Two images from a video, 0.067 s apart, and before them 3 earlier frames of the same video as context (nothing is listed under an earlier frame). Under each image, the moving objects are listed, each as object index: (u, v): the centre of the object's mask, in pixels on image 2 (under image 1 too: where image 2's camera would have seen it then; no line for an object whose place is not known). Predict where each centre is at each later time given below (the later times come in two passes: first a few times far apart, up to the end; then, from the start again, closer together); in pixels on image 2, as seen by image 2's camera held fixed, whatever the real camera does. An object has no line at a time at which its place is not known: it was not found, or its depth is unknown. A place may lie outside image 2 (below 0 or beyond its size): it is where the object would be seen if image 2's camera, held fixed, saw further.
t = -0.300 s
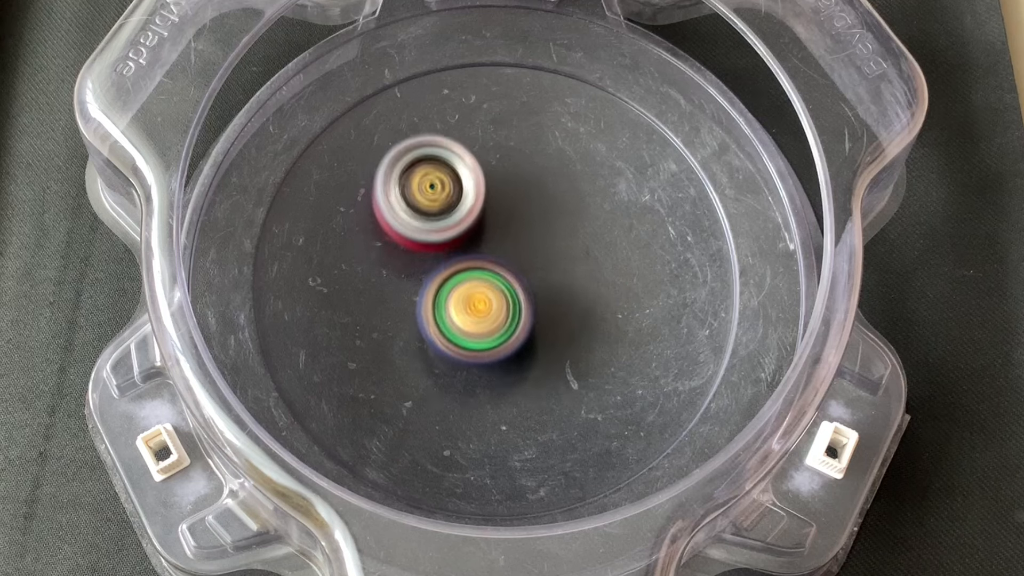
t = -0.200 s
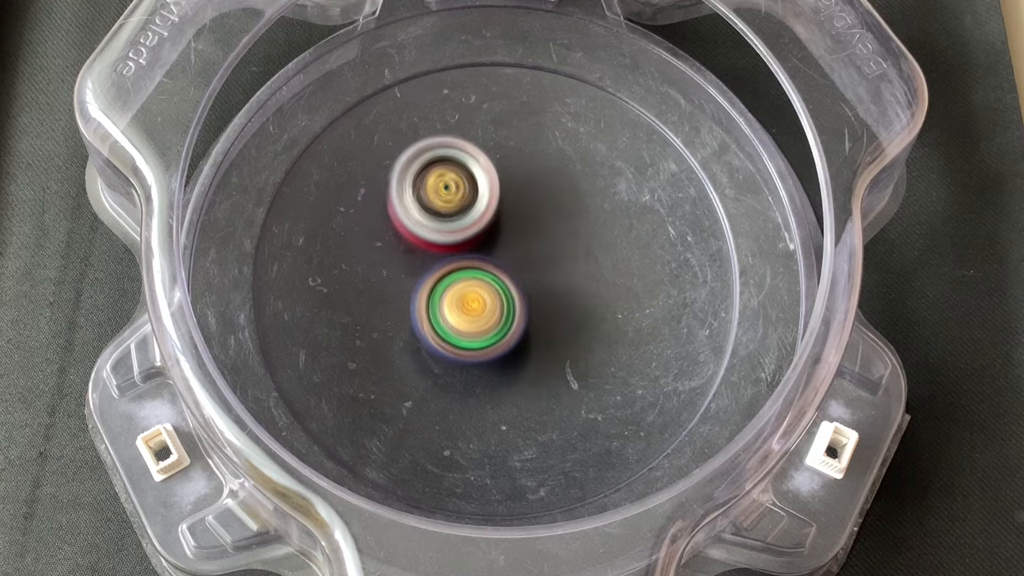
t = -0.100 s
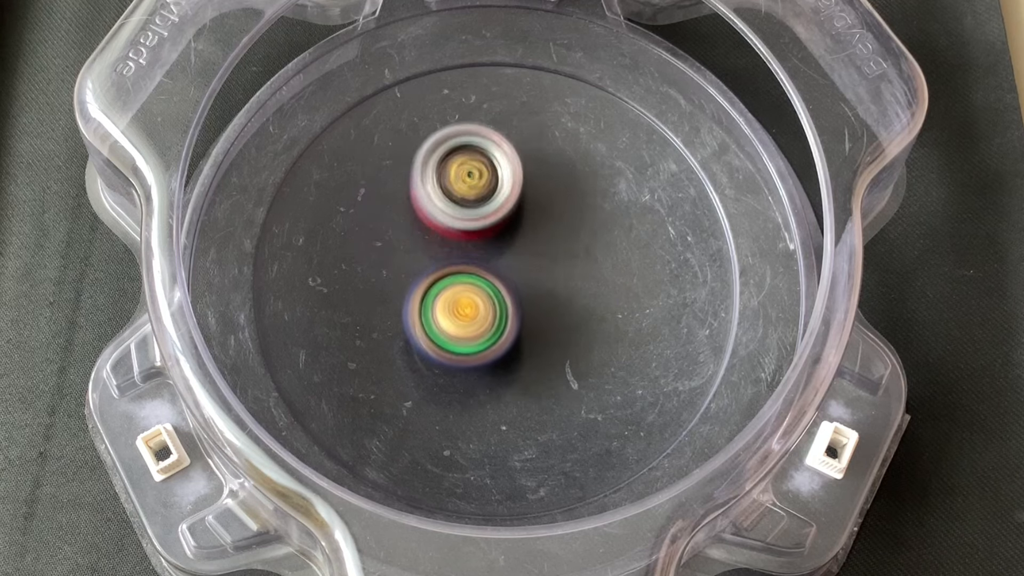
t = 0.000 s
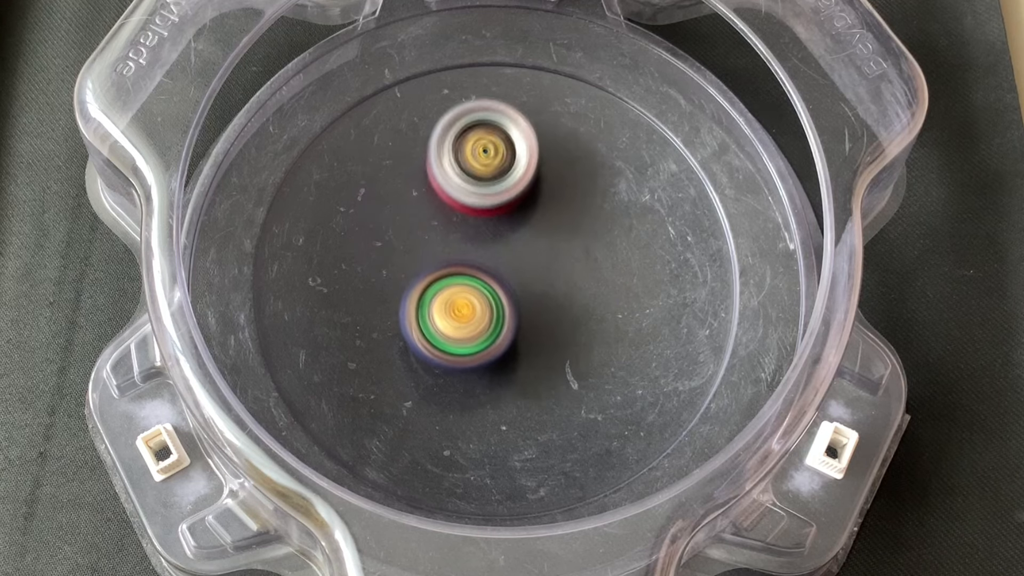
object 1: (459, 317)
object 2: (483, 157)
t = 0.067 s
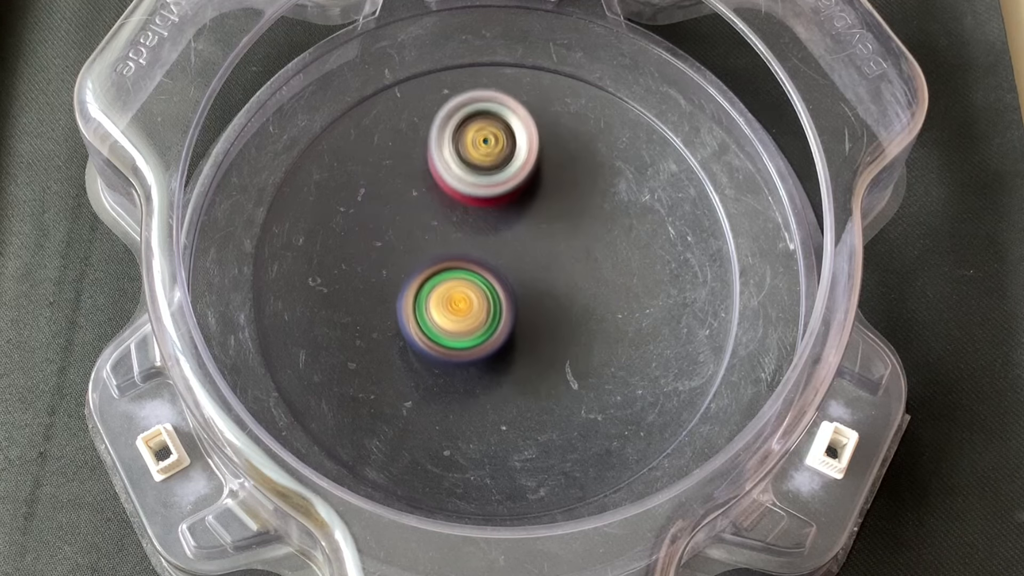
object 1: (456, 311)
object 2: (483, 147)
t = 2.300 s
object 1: (424, 274)
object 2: (593, 264)
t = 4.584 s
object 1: (493, 234)
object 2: (459, 352)
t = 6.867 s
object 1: (576, 256)
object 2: (396, 289)
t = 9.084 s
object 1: (646, 277)
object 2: (369, 282)
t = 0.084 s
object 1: (456, 309)
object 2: (482, 146)
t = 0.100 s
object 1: (455, 307)
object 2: (480, 145)
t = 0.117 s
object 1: (455, 305)
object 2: (478, 144)
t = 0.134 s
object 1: (455, 303)
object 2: (476, 144)
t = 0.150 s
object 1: (455, 302)
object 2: (473, 143)
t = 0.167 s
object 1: (455, 300)
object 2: (470, 145)
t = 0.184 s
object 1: (456, 299)
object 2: (467, 146)
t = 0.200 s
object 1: (456, 298)
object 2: (464, 147)
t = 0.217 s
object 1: (455, 297)
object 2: (461, 150)
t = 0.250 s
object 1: (455, 294)
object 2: (457, 156)
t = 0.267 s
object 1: (455, 293)
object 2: (455, 161)
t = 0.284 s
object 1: (455, 292)
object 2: (454, 166)
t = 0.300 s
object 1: (455, 292)
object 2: (453, 172)
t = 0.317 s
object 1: (455, 292)
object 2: (454, 178)
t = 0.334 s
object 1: (452, 300)
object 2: (457, 178)
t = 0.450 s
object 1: (445, 328)
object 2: (490, 186)
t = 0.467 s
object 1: (445, 329)
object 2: (496, 188)
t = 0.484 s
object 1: (446, 329)
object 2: (501, 190)
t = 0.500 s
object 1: (447, 328)
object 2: (507, 192)
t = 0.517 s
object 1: (449, 327)
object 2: (513, 193)
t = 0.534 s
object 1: (450, 327)
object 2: (519, 195)
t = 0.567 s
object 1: (452, 323)
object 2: (531, 198)
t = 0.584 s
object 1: (453, 321)
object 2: (537, 199)
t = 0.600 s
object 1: (453, 319)
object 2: (543, 200)
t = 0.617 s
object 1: (454, 316)
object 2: (548, 200)
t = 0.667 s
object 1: (452, 307)
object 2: (562, 199)
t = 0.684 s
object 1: (452, 304)
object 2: (566, 199)
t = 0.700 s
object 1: (453, 301)
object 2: (569, 198)
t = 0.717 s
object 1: (454, 299)
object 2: (572, 198)
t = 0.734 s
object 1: (455, 298)
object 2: (574, 197)
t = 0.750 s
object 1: (457, 296)
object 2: (576, 196)
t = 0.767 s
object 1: (460, 295)
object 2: (577, 195)
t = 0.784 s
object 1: (462, 294)
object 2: (577, 194)
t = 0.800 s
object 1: (464, 293)
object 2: (578, 193)
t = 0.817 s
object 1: (465, 293)
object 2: (577, 192)
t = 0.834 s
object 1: (467, 292)
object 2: (576, 190)
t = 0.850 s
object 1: (469, 292)
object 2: (575, 188)
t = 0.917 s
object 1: (477, 294)
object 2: (570, 183)
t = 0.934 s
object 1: (480, 294)
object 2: (568, 181)
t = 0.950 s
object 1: (484, 294)
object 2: (565, 181)
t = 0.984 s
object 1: (490, 295)
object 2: (559, 181)
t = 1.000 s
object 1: (493, 295)
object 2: (556, 182)
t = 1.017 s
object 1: (496, 296)
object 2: (552, 183)
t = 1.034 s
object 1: (498, 298)
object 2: (549, 185)
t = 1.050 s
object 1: (501, 300)
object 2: (546, 187)
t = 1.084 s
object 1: (508, 303)
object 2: (540, 192)
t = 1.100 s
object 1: (511, 305)
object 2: (538, 194)
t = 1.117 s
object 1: (513, 310)
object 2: (537, 195)
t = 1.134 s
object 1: (515, 314)
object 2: (536, 196)
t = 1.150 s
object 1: (516, 318)
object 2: (535, 198)
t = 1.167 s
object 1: (517, 321)
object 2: (535, 201)
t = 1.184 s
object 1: (517, 324)
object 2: (535, 205)
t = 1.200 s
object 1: (517, 327)
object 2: (535, 209)
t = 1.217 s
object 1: (516, 328)
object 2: (535, 214)
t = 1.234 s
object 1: (513, 331)
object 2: (537, 218)
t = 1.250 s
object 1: (509, 336)
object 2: (540, 220)
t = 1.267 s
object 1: (506, 341)
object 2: (542, 221)
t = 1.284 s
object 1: (502, 343)
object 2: (544, 223)
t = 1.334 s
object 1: (495, 349)
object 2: (549, 228)
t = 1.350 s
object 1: (493, 348)
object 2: (551, 229)
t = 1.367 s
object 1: (492, 347)
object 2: (553, 231)
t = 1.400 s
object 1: (488, 344)
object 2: (558, 234)
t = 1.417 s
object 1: (486, 343)
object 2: (561, 236)
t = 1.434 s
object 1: (485, 342)
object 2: (564, 238)
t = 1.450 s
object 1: (484, 339)
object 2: (567, 239)
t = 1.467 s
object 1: (483, 337)
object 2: (569, 241)
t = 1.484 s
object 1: (482, 333)
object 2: (572, 242)
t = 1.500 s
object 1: (483, 331)
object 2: (574, 243)
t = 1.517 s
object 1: (483, 329)
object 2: (576, 243)
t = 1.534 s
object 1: (483, 327)
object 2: (578, 244)
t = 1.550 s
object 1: (484, 325)
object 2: (580, 244)
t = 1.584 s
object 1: (486, 321)
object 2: (582, 243)
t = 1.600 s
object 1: (486, 319)
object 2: (582, 244)
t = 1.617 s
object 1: (486, 318)
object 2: (582, 244)
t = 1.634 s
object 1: (486, 317)
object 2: (580, 243)
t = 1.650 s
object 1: (484, 315)
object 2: (580, 243)
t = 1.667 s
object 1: (479, 316)
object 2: (582, 241)
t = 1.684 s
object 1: (473, 317)
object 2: (584, 239)
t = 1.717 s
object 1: (465, 317)
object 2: (585, 237)
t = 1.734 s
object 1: (462, 316)
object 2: (585, 236)
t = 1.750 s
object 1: (459, 315)
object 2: (583, 235)
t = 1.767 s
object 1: (458, 313)
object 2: (582, 235)
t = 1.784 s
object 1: (456, 312)
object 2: (580, 235)
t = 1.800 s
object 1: (456, 311)
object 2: (577, 235)
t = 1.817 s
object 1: (456, 309)
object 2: (574, 236)
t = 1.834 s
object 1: (456, 308)
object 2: (571, 237)
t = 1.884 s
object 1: (460, 304)
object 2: (562, 242)
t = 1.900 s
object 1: (459, 304)
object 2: (561, 243)
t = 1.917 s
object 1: (455, 306)
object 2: (563, 243)
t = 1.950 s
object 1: (450, 307)
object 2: (566, 244)
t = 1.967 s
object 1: (448, 307)
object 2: (568, 245)
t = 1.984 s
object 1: (448, 306)
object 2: (569, 247)
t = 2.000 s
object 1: (448, 305)
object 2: (570, 248)
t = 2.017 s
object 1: (448, 303)
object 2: (570, 250)
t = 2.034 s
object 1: (448, 301)
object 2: (570, 251)
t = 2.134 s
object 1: (448, 284)
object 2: (566, 258)
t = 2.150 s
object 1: (448, 281)
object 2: (566, 260)
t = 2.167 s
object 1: (441, 281)
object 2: (570, 261)
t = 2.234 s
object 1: (425, 278)
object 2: (587, 265)
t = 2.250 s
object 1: (423, 276)
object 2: (590, 265)
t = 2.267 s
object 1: (423, 276)
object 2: (591, 265)
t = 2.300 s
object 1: (424, 274)
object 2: (593, 264)
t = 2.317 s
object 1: (425, 273)
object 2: (593, 263)
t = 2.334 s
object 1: (426, 272)
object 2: (592, 263)
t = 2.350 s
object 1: (427, 270)
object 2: (592, 262)
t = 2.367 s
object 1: (428, 267)
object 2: (592, 261)
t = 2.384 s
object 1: (429, 264)
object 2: (591, 261)
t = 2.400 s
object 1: (429, 261)
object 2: (590, 260)
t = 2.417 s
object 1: (431, 259)
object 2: (589, 260)
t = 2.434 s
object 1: (432, 257)
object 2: (589, 259)
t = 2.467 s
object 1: (435, 253)
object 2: (585, 259)
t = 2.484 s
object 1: (437, 250)
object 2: (583, 258)
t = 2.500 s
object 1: (439, 249)
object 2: (581, 259)
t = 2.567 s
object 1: (447, 244)
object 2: (569, 263)
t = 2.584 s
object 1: (448, 244)
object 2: (567, 264)
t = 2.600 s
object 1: (445, 244)
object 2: (569, 268)
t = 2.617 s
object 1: (442, 242)
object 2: (571, 271)
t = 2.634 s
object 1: (440, 242)
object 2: (573, 273)
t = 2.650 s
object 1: (439, 241)
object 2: (574, 275)
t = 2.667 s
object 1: (438, 241)
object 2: (574, 278)
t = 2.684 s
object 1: (438, 241)
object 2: (574, 281)
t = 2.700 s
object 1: (438, 241)
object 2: (574, 283)
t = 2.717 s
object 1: (439, 241)
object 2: (574, 285)
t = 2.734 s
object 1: (440, 242)
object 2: (573, 287)
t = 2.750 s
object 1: (441, 242)
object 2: (572, 289)
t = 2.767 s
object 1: (442, 242)
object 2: (571, 290)
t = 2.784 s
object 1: (444, 242)
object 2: (569, 291)
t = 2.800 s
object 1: (445, 242)
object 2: (568, 293)
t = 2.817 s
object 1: (447, 243)
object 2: (566, 293)
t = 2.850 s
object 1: (450, 243)
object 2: (562, 295)
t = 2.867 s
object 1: (451, 243)
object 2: (560, 295)
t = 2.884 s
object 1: (448, 242)
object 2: (561, 298)
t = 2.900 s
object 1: (445, 240)
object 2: (564, 301)
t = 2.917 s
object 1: (443, 239)
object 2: (566, 304)
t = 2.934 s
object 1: (442, 238)
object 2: (568, 306)
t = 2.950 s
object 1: (442, 238)
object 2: (570, 308)
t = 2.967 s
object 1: (442, 238)
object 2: (571, 308)
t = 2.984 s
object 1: (442, 238)
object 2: (572, 309)
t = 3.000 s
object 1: (444, 238)
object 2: (573, 309)
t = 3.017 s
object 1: (445, 238)
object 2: (574, 310)
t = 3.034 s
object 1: (446, 238)
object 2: (576, 311)
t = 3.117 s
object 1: (455, 240)
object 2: (582, 313)
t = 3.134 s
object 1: (456, 241)
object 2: (583, 313)
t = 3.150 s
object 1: (458, 242)
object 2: (583, 312)
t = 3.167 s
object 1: (459, 242)
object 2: (582, 312)
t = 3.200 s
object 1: (461, 243)
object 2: (580, 312)
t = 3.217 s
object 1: (462, 243)
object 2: (579, 312)
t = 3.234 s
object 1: (463, 243)
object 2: (577, 312)
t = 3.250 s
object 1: (464, 243)
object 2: (575, 313)
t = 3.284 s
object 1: (466, 244)
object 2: (569, 313)
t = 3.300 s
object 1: (467, 245)
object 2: (566, 314)
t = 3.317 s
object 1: (467, 245)
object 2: (563, 314)
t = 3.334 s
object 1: (466, 243)
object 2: (562, 316)
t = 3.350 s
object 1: (461, 239)
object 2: (563, 320)
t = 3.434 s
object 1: (449, 229)
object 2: (560, 336)
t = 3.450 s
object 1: (448, 229)
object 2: (559, 337)
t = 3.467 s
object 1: (448, 229)
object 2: (557, 337)
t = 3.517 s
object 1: (450, 230)
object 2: (552, 338)
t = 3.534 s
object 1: (451, 231)
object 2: (550, 338)
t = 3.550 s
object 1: (452, 232)
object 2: (548, 338)
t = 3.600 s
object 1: (455, 234)
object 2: (540, 337)
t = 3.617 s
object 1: (456, 235)
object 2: (537, 336)
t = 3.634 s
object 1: (458, 236)
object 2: (535, 335)
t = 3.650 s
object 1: (459, 237)
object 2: (532, 334)
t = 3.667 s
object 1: (460, 238)
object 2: (529, 334)
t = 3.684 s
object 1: (458, 234)
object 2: (528, 337)
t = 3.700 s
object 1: (455, 230)
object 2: (529, 341)
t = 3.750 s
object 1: (450, 221)
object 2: (529, 348)
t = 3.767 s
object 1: (449, 221)
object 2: (529, 350)
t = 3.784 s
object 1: (449, 220)
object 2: (528, 351)
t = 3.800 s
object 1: (450, 220)
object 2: (527, 352)
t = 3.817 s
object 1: (450, 220)
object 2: (526, 352)
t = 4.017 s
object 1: (468, 231)
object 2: (506, 342)
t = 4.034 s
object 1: (469, 232)
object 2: (504, 341)
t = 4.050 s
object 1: (470, 230)
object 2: (502, 342)
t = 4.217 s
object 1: (477, 224)
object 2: (481, 350)
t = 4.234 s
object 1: (477, 224)
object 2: (479, 351)
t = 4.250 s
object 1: (479, 224)
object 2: (478, 351)
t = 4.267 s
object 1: (479, 225)
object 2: (476, 352)
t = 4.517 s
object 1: (491, 232)
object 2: (461, 354)
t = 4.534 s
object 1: (492, 232)
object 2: (460, 354)
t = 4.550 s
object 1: (492, 233)
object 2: (460, 354)
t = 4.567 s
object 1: (493, 233)
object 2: (460, 353)
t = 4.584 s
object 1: (493, 234)
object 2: (459, 352)
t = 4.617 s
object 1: (495, 237)
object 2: (459, 350)
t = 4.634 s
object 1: (495, 238)
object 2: (459, 349)
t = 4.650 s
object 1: (496, 237)
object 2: (459, 349)
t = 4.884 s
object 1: (505, 231)
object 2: (455, 338)
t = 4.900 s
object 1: (505, 231)
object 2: (454, 337)
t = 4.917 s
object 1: (506, 231)
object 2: (454, 336)
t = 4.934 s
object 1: (507, 231)
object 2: (453, 335)
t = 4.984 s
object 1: (511, 229)
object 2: (448, 335)
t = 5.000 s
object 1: (512, 228)
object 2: (447, 335)
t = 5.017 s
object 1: (513, 228)
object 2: (446, 335)
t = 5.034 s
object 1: (514, 228)
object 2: (444, 335)
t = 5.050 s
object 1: (515, 228)
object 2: (444, 334)
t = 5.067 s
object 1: (515, 229)
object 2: (443, 334)
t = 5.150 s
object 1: (518, 234)
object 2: (442, 328)
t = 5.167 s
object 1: (518, 235)
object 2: (442, 327)
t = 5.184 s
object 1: (519, 235)
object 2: (442, 325)
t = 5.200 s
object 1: (520, 235)
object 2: (441, 324)
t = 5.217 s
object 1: (521, 236)
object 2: (439, 323)
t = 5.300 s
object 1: (525, 237)
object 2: (434, 318)
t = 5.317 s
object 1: (526, 236)
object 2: (432, 318)
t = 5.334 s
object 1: (526, 237)
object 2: (431, 317)
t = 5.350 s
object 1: (526, 236)
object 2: (430, 317)
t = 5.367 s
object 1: (526, 237)
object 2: (429, 316)
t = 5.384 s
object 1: (526, 237)
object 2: (429, 315)
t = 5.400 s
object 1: (526, 238)
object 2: (428, 314)
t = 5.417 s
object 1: (526, 239)
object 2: (428, 313)
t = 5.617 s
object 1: (529, 243)
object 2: (421, 302)
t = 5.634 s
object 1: (529, 243)
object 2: (421, 301)
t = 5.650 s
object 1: (529, 244)
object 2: (421, 300)
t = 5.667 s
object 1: (528, 245)
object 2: (421, 299)
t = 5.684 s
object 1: (530, 244)
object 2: (419, 299)
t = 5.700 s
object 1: (533, 243)
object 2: (417, 299)
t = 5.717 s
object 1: (535, 243)
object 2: (416, 299)
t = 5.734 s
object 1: (535, 242)
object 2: (415, 299)
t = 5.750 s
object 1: (536, 242)
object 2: (414, 299)
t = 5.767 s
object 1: (536, 242)
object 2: (414, 299)
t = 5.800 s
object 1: (536, 243)
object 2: (414, 299)
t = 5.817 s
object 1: (535, 244)
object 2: (415, 299)
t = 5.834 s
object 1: (535, 244)
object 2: (415, 298)
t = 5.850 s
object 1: (534, 245)
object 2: (416, 298)
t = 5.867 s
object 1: (534, 246)
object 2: (418, 297)
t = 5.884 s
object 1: (533, 247)
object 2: (419, 297)
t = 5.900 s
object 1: (533, 248)
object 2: (421, 296)
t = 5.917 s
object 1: (534, 248)
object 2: (421, 295)
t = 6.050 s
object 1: (538, 247)
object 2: (424, 286)
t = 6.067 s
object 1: (539, 247)
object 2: (424, 285)
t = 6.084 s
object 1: (540, 248)
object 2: (422, 283)
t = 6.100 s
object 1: (540, 248)
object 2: (421, 282)
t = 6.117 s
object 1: (541, 248)
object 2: (420, 281)
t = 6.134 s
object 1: (540, 248)
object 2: (419, 280)
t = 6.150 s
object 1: (541, 248)
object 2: (419, 279)
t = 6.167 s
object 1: (540, 249)
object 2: (419, 279)
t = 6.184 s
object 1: (539, 250)
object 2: (419, 278)
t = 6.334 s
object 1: (538, 253)
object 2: (417, 275)
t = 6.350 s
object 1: (537, 254)
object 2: (417, 275)
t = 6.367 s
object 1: (540, 254)
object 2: (416, 274)
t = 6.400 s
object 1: (542, 255)
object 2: (413, 275)
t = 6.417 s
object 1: (542, 255)
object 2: (412, 275)
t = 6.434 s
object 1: (543, 255)
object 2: (412, 275)
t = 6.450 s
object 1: (542, 256)
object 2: (412, 276)
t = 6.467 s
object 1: (541, 256)
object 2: (413, 276)
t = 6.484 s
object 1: (540, 257)
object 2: (413, 277)
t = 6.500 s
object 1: (540, 257)
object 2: (415, 277)
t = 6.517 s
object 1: (539, 258)
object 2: (416, 278)
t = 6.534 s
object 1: (538, 259)
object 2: (418, 278)
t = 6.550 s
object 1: (539, 259)
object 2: (418, 278)
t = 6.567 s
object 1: (542, 259)
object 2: (418, 278)
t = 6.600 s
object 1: (544, 259)
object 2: (417, 279)
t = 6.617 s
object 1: (545, 259)
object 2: (418, 278)
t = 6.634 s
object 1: (545, 259)
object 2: (419, 279)
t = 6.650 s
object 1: (545, 260)
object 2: (420, 279)
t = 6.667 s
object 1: (544, 261)
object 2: (421, 278)
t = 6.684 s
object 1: (544, 260)
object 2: (423, 278)
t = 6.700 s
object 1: (550, 261)
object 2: (418, 278)
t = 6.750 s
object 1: (568, 256)
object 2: (405, 279)
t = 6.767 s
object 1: (573, 255)
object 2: (402, 280)
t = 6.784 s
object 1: (575, 255)
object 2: (401, 281)
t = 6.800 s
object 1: (577, 256)
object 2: (398, 282)
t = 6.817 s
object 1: (578, 256)
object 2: (397, 284)
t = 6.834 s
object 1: (578, 256)
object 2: (396, 286)
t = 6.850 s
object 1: (577, 256)
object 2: (396, 287)
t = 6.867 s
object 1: (576, 256)
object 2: (396, 289)
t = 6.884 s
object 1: (574, 257)
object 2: (397, 291)
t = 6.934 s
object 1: (566, 259)
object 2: (401, 297)
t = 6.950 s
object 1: (564, 260)
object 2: (404, 298)
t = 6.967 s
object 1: (561, 261)
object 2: (407, 300)
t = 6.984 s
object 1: (558, 262)
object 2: (410, 300)
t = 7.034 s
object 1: (549, 266)
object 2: (423, 300)
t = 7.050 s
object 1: (546, 267)
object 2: (428, 299)
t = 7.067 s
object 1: (547, 267)
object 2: (428, 298)
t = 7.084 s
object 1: (556, 266)
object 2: (422, 299)
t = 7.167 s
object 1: (587, 256)
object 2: (406, 301)
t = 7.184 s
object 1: (589, 255)
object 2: (404, 302)
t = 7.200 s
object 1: (591, 255)
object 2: (403, 303)
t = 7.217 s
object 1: (591, 254)
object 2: (402, 304)
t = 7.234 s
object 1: (591, 254)
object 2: (403, 305)
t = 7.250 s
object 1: (590, 254)
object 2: (403, 306)
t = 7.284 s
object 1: (585, 255)
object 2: (406, 308)
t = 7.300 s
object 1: (582, 256)
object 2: (408, 309)
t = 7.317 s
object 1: (579, 256)
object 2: (411, 309)
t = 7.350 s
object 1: (572, 259)
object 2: (417, 308)
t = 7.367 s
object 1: (568, 260)
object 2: (421, 306)
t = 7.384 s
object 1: (565, 261)
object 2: (424, 304)
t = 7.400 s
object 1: (561, 262)
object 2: (427, 301)
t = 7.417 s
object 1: (557, 263)
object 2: (431, 299)
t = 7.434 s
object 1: (555, 265)
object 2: (435, 295)
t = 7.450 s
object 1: (553, 265)
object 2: (437, 290)
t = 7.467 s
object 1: (558, 264)
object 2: (432, 287)
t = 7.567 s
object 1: (587, 255)
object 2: (409, 279)
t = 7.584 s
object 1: (588, 254)
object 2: (407, 278)
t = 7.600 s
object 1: (588, 254)
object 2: (405, 277)
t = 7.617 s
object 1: (587, 254)
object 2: (403, 278)
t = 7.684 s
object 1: (579, 257)
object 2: (400, 279)
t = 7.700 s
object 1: (576, 258)
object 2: (400, 280)
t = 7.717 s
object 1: (573, 260)
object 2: (401, 281)
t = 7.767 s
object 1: (563, 263)
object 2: (406, 282)
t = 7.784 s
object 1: (560, 264)
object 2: (408, 283)
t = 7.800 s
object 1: (557, 265)
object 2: (411, 282)
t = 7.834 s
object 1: (550, 268)
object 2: (417, 282)
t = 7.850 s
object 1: (548, 270)
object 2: (421, 281)
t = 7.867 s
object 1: (546, 271)
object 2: (425, 278)
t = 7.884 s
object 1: (546, 272)
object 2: (425, 276)
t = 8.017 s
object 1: (550, 272)
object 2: (430, 259)
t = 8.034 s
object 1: (550, 272)
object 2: (431, 256)
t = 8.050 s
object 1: (549, 273)
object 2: (431, 253)
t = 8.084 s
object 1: (551, 272)
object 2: (429, 249)
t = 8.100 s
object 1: (552, 272)
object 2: (428, 246)
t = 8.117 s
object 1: (553, 272)
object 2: (427, 245)
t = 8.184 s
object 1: (552, 271)
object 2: (425, 240)
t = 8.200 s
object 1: (551, 271)
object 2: (426, 240)
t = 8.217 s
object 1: (550, 270)
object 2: (426, 239)
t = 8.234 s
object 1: (548, 270)
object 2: (426, 238)
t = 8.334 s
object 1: (546, 272)
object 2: (424, 234)
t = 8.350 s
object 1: (546, 272)
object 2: (424, 234)
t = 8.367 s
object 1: (544, 272)
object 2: (424, 234)
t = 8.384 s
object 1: (543, 272)
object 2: (425, 234)
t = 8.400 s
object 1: (542, 272)
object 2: (426, 234)
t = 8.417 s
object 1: (541, 273)
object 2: (426, 234)
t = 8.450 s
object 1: (541, 274)
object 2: (426, 234)
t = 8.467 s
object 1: (541, 275)
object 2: (427, 235)
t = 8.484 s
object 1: (543, 277)
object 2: (426, 234)
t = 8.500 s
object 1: (553, 281)
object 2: (418, 232)
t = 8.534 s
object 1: (572, 287)
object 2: (406, 229)
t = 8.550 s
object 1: (578, 290)
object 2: (401, 228)
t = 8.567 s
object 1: (584, 292)
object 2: (397, 228)
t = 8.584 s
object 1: (589, 294)
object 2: (392, 230)
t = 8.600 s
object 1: (593, 295)
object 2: (388, 233)
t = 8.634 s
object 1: (597, 297)
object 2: (383, 239)
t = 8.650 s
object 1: (598, 297)
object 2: (381, 243)
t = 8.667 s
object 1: (597, 297)
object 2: (381, 247)
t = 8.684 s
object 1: (597, 297)
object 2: (380, 252)
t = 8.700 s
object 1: (595, 297)
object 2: (381, 257)
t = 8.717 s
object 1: (593, 296)
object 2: (384, 261)
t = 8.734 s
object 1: (589, 296)
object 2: (387, 265)
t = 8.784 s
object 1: (578, 294)
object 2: (402, 277)
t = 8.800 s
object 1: (575, 293)
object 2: (408, 280)
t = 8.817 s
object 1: (571, 292)
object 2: (415, 281)
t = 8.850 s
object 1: (564, 291)
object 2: (430, 283)
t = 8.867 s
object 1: (561, 291)
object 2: (438, 282)
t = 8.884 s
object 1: (570, 289)
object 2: (434, 280)
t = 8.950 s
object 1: (624, 284)
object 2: (401, 272)
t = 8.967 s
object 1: (633, 283)
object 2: (395, 271)
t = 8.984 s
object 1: (639, 281)
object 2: (389, 271)
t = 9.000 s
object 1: (645, 279)
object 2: (384, 272)
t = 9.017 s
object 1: (648, 279)
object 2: (381, 273)
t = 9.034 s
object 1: (649, 278)
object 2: (377, 275)
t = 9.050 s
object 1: (649, 277)
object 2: (373, 277)
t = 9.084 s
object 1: (646, 277)
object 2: (369, 282)
